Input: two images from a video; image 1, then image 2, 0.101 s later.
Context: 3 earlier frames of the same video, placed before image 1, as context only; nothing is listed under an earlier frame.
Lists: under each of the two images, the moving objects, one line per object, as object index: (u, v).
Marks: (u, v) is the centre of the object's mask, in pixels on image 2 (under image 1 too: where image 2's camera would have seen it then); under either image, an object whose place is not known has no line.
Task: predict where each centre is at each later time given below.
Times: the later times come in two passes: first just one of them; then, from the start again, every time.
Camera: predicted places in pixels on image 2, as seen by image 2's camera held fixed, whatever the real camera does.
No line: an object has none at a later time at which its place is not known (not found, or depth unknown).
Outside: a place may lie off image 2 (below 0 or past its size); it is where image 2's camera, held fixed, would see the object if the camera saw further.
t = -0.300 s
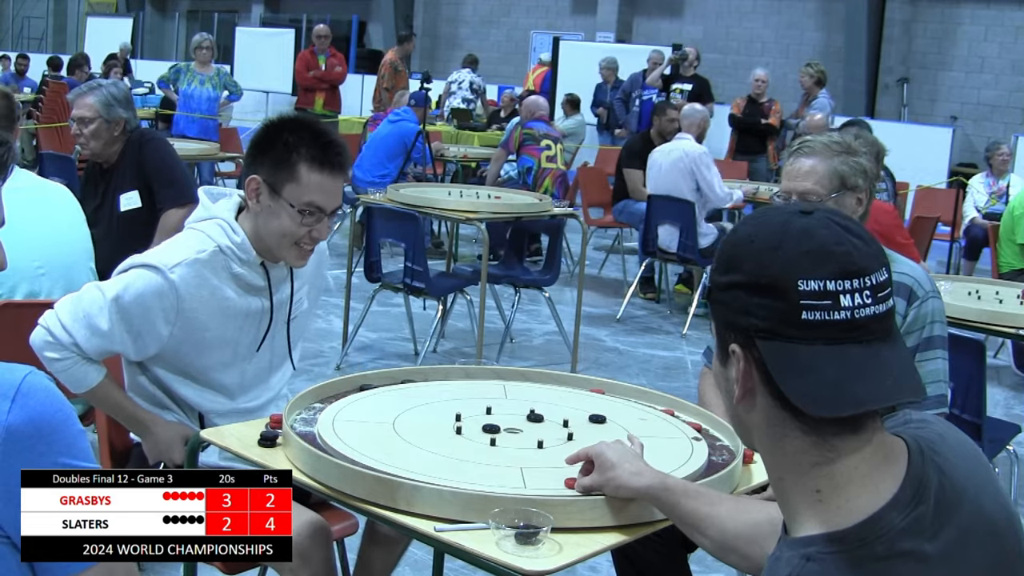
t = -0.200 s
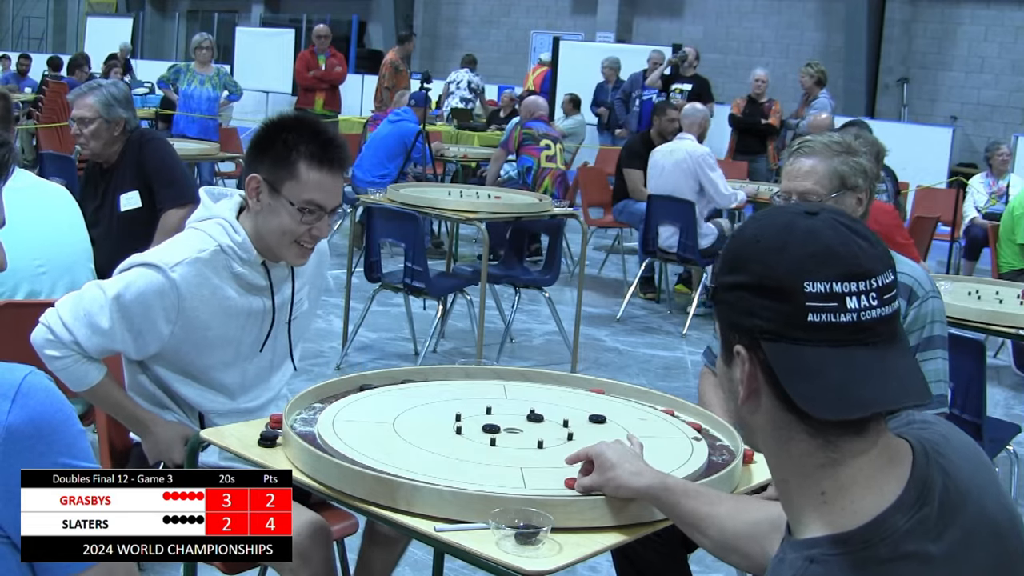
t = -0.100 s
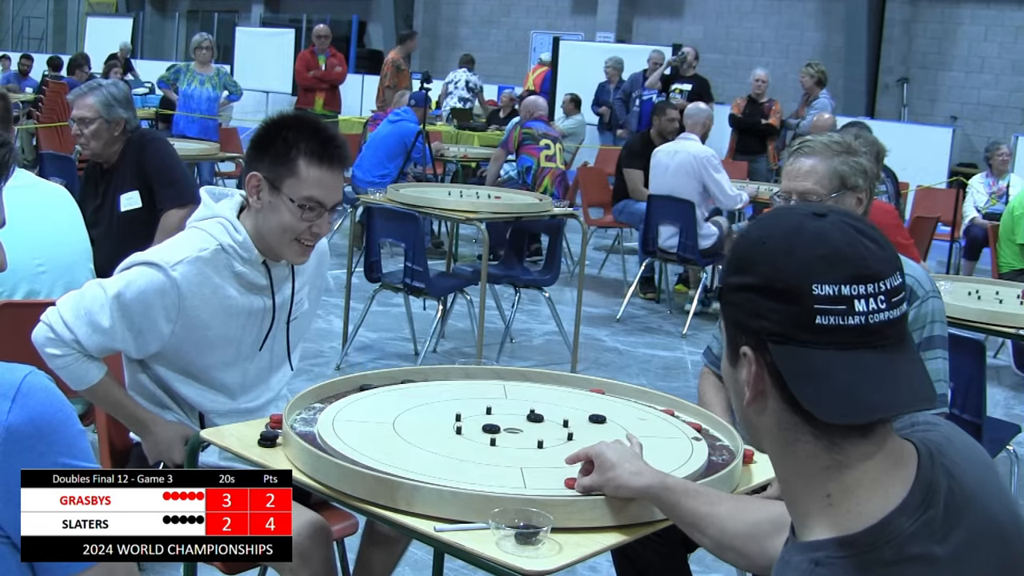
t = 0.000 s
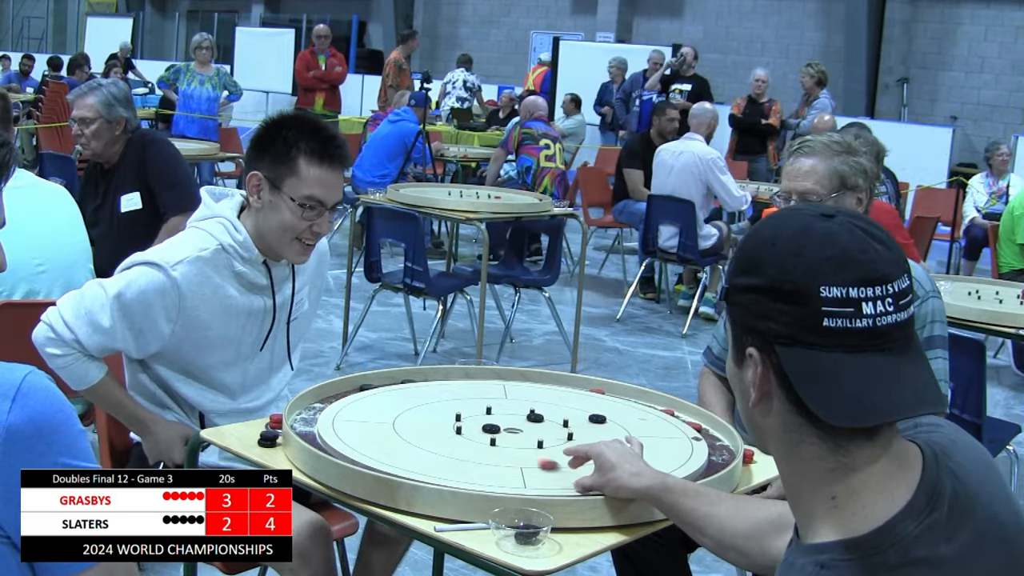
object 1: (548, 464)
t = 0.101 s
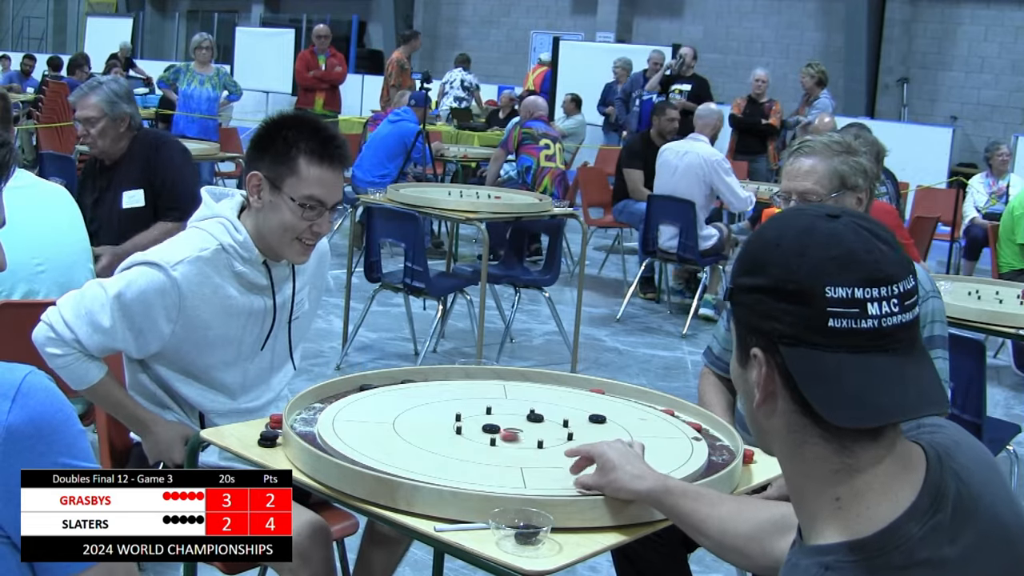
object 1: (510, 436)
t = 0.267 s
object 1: (523, 427)
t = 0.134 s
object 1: (508, 432)
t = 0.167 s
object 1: (512, 430)
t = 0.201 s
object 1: (516, 429)
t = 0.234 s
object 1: (518, 428)
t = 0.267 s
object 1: (523, 427)
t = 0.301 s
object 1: (526, 426)
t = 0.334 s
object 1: (529, 427)
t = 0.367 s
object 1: (532, 429)
